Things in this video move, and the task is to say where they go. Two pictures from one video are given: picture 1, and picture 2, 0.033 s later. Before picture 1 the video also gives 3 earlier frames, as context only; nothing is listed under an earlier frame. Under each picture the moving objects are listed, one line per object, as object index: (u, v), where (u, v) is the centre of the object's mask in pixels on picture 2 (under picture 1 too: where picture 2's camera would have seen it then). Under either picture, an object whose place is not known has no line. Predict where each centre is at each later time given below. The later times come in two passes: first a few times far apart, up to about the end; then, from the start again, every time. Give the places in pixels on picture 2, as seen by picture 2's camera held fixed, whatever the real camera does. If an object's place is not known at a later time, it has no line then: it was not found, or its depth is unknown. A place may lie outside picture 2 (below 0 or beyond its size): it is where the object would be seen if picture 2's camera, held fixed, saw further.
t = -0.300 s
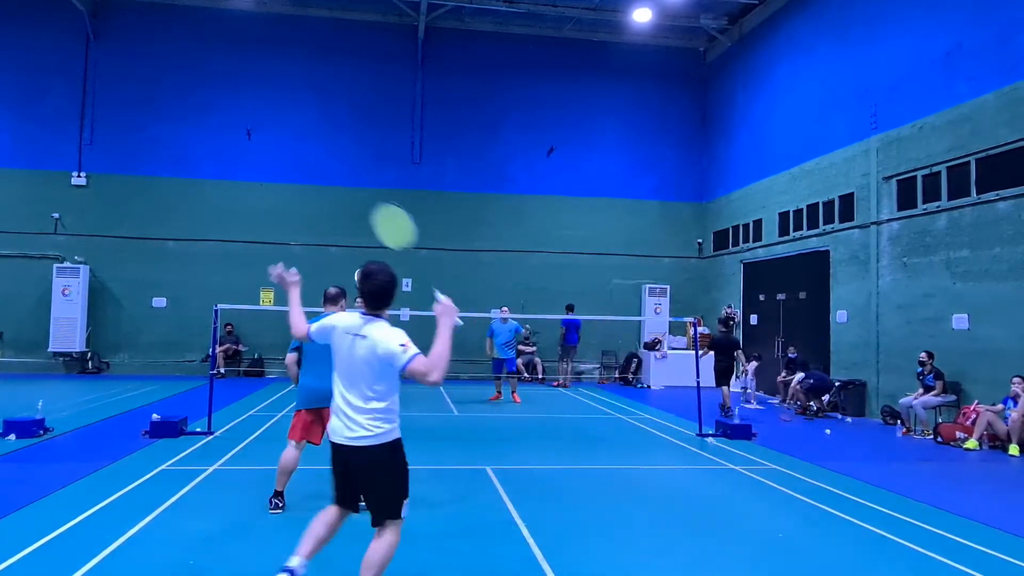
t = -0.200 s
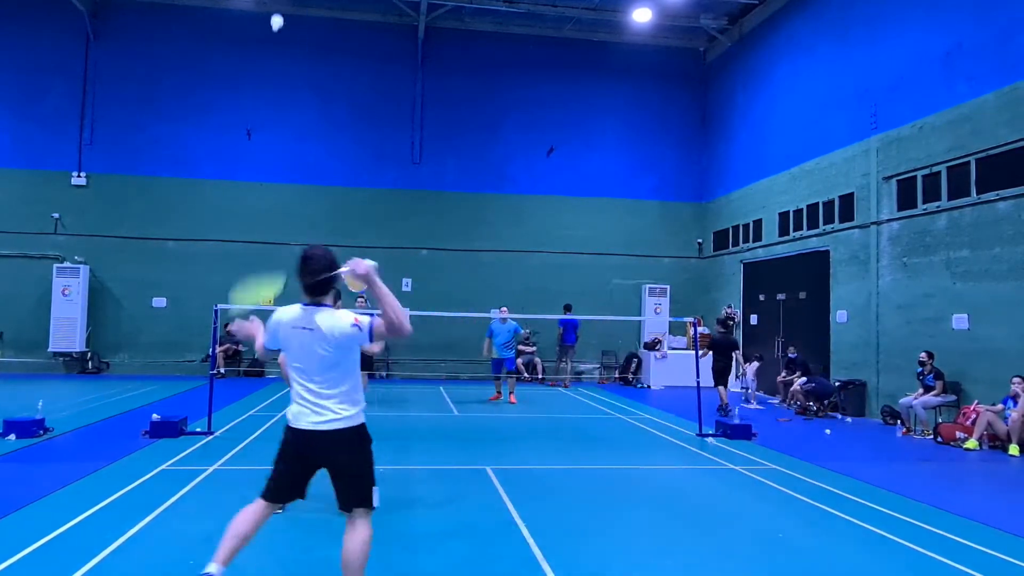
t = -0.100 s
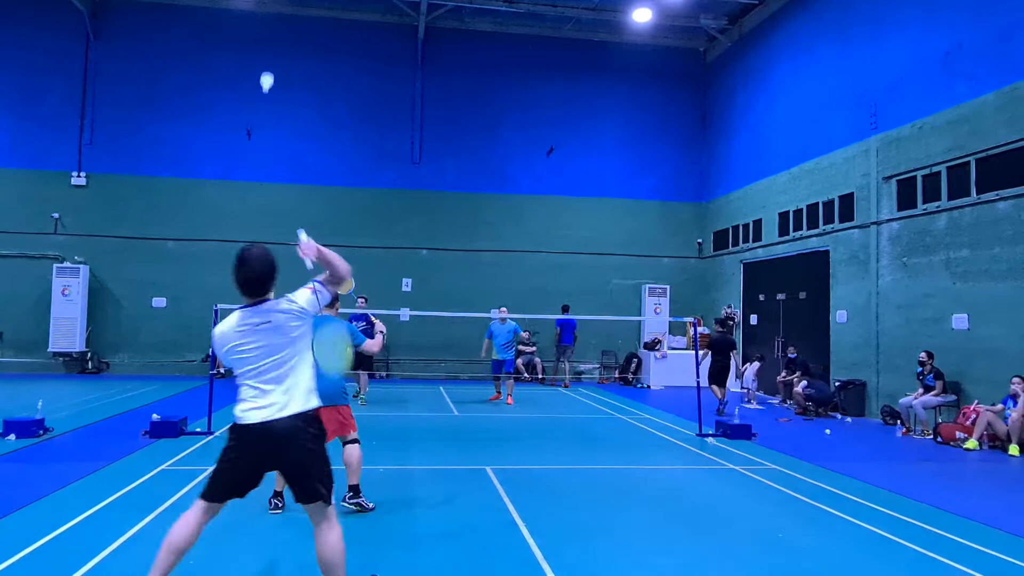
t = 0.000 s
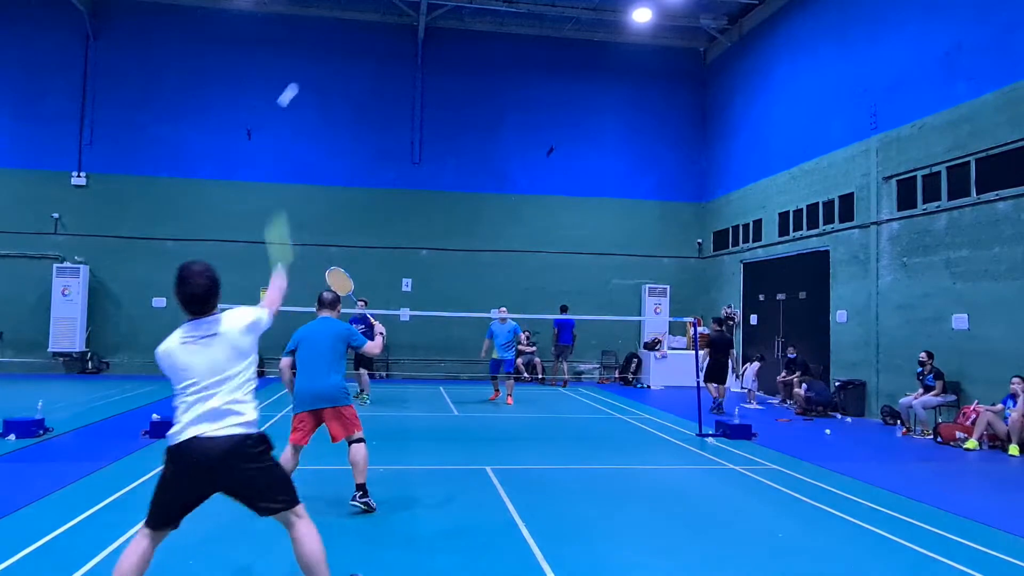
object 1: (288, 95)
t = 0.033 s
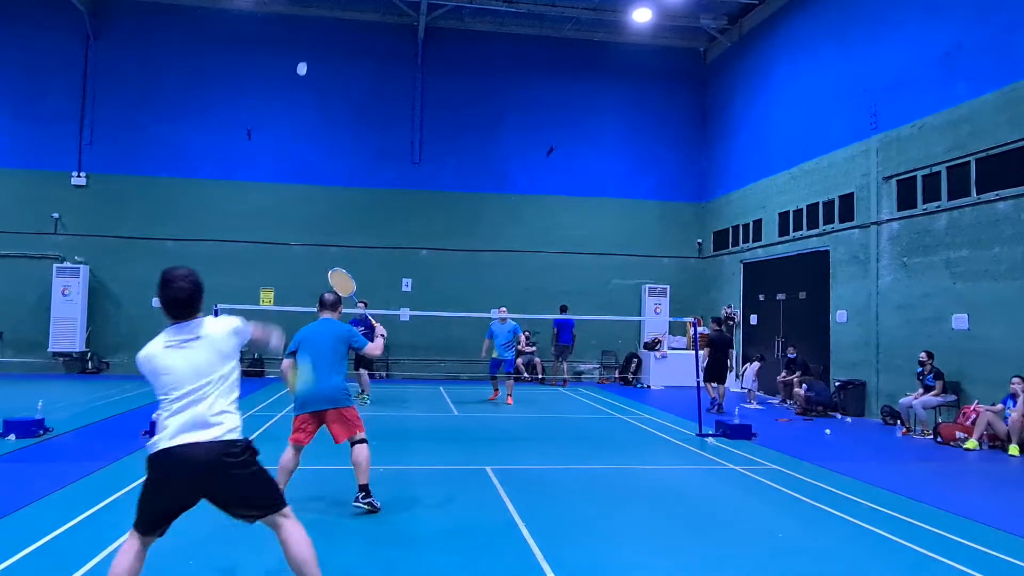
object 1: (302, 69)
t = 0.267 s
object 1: (329, 31)
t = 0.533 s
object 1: (339, 54)
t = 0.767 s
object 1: (345, 95)
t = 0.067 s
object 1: (310, 52)
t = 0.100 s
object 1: (317, 43)
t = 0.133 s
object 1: (320, 38)
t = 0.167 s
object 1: (323, 35)
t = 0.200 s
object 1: (326, 32)
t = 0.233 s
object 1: (328, 31)
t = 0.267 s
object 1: (329, 31)
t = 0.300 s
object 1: (331, 32)
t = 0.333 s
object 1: (333, 33)
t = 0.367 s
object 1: (334, 36)
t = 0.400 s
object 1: (335, 38)
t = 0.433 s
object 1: (336, 42)
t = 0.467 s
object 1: (337, 46)
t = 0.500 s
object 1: (338, 50)
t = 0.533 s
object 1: (339, 54)
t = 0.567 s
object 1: (340, 60)
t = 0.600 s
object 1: (341, 64)
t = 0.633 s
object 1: (341, 69)
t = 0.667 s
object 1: (342, 76)
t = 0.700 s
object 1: (343, 82)
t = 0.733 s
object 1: (344, 88)
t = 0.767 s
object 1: (345, 95)
